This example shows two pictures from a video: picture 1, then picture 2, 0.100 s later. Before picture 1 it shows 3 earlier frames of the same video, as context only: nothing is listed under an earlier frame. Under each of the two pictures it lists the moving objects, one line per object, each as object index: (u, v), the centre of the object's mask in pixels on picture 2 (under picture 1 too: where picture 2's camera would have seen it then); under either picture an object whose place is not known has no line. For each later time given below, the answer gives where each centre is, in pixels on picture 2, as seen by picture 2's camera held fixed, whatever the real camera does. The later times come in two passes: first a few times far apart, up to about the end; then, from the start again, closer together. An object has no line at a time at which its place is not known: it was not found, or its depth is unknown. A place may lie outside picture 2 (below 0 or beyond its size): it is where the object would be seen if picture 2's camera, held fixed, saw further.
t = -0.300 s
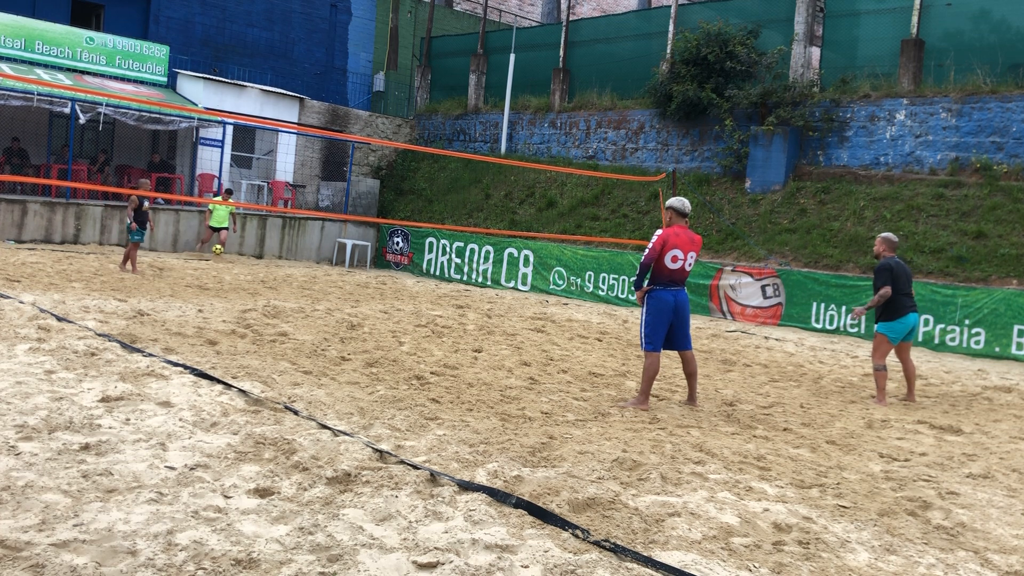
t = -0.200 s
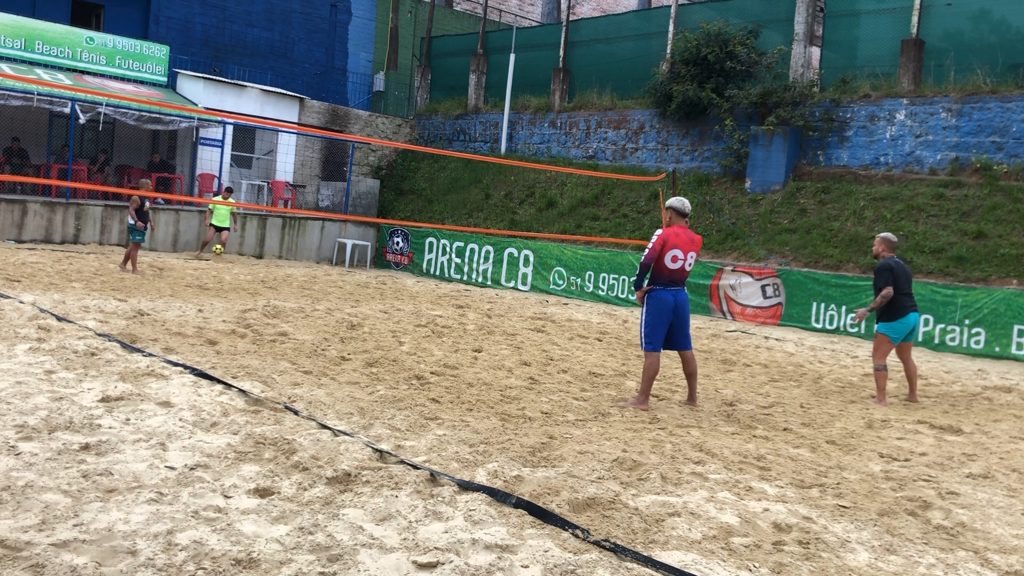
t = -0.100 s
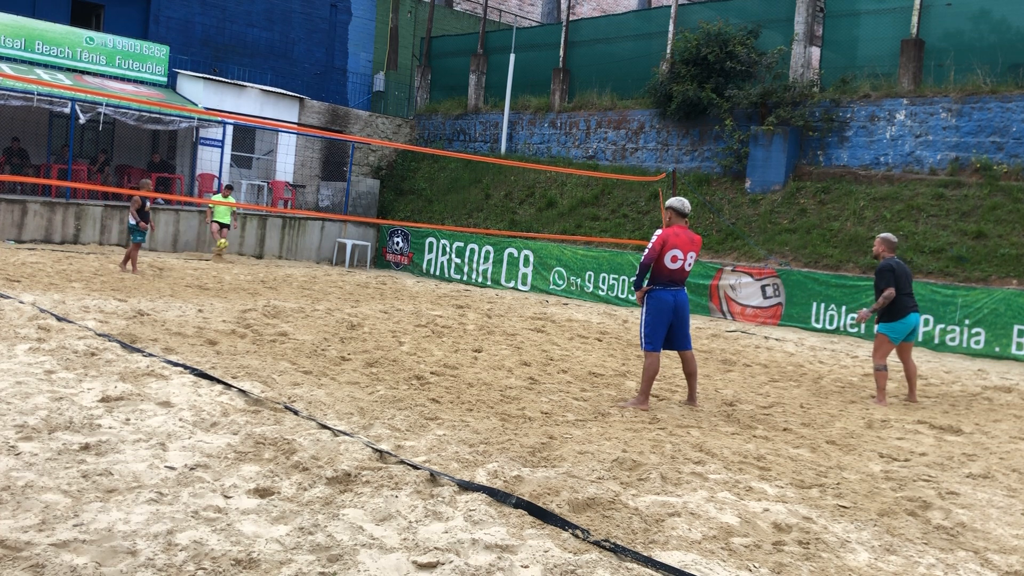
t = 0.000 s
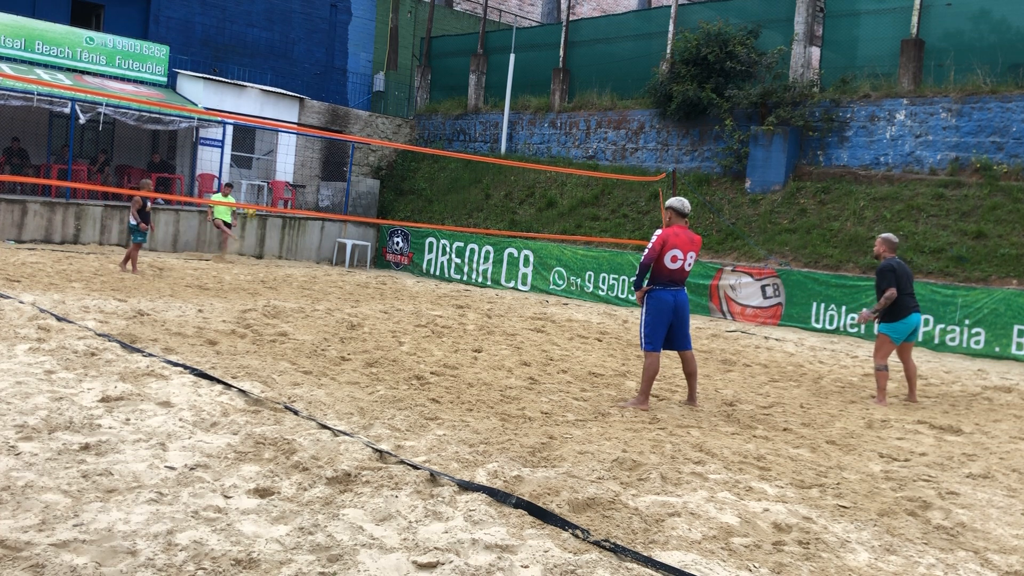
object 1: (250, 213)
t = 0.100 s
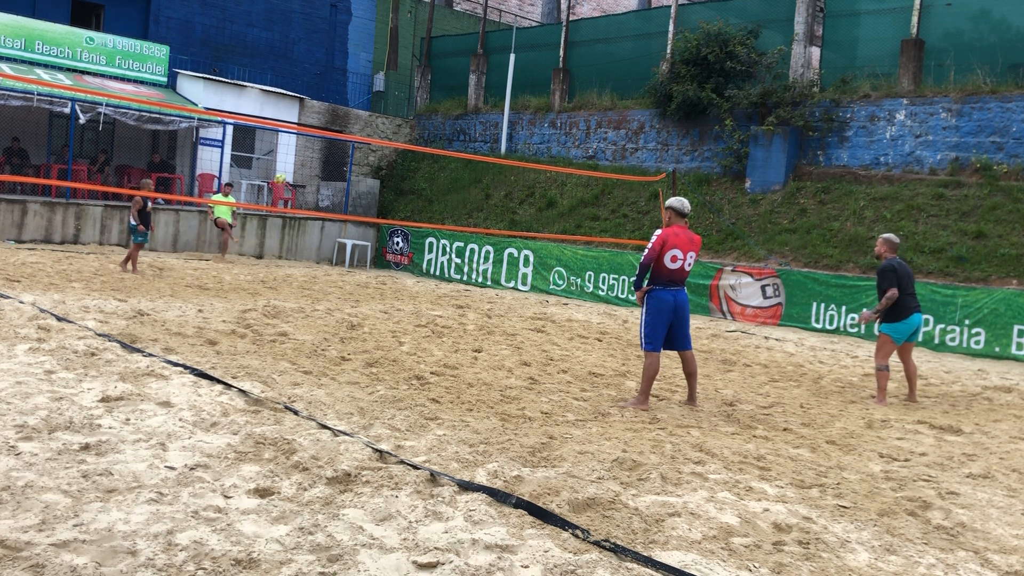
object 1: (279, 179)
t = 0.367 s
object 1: (367, 110)
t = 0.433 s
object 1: (391, 98)
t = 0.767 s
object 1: (531, 70)
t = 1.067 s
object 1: (697, 109)
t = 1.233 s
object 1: (813, 171)
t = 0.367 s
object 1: (367, 110)
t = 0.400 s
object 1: (379, 104)
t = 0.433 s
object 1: (391, 98)
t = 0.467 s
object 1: (403, 92)
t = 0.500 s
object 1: (416, 87)
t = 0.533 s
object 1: (428, 83)
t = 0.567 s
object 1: (442, 79)
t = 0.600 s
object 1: (456, 76)
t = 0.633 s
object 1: (470, 73)
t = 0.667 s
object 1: (484, 71)
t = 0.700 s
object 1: (499, 70)
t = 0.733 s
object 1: (515, 69)
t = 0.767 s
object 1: (531, 70)
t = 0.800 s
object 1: (547, 70)
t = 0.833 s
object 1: (564, 72)
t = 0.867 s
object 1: (581, 75)
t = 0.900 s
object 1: (598, 78)
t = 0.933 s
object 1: (617, 82)
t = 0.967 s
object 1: (636, 87)
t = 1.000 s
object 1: (655, 93)
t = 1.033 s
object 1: (676, 101)
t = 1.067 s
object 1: (697, 109)
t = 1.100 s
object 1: (718, 119)
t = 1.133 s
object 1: (740, 129)
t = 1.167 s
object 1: (763, 142)
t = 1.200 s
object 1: (788, 155)
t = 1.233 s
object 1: (813, 171)
